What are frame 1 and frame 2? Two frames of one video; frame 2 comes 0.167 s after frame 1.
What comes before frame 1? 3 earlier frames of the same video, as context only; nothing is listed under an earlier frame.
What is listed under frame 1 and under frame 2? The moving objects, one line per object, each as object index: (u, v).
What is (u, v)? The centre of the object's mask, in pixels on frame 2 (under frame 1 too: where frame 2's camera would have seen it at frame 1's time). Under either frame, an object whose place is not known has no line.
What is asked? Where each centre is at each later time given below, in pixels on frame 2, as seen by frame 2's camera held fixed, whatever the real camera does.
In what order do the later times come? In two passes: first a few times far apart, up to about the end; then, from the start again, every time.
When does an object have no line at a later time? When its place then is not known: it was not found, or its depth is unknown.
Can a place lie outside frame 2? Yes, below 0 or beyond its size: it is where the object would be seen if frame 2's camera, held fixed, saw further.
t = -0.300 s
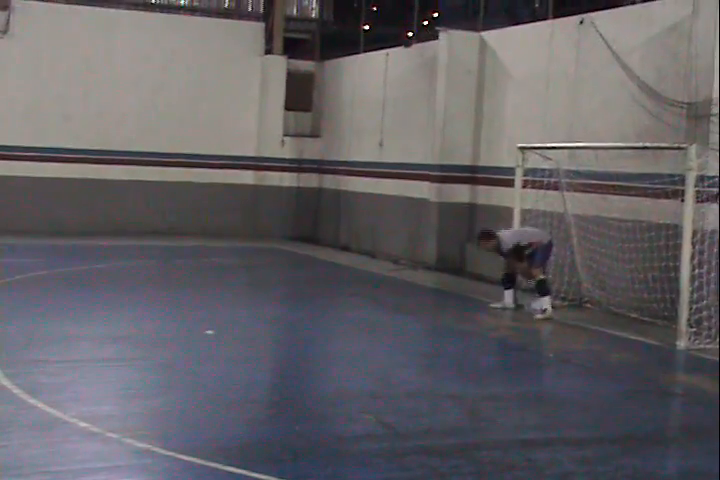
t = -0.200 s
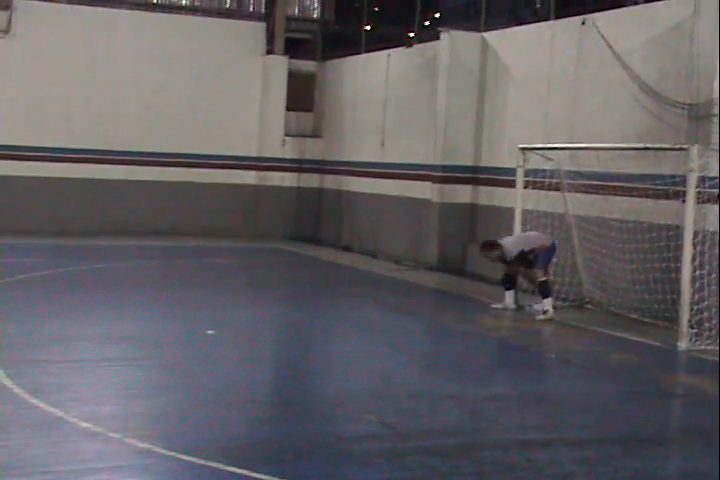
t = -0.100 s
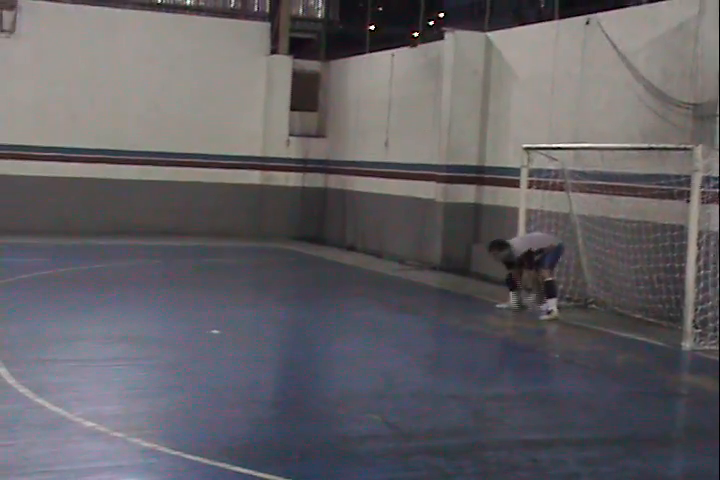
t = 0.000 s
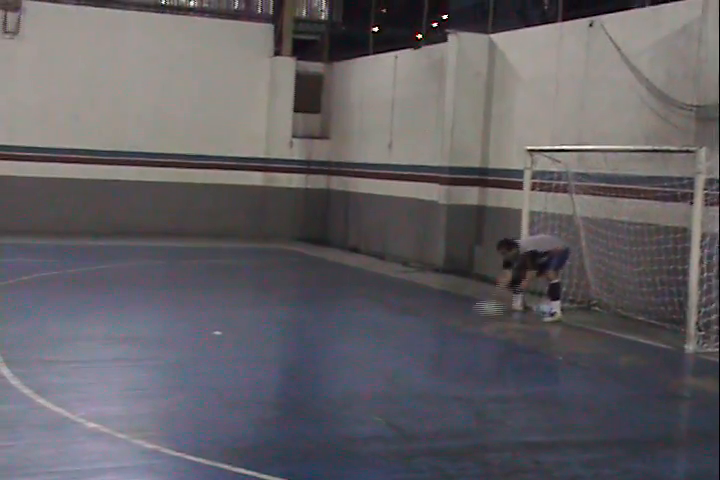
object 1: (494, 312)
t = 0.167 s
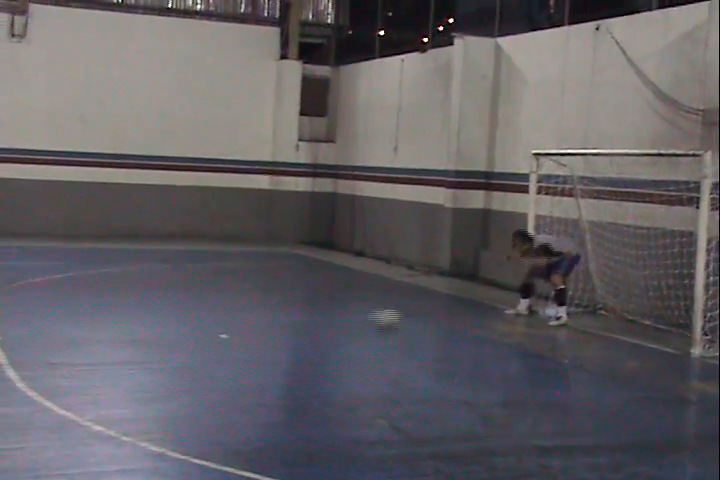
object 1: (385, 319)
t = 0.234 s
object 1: (341, 321)
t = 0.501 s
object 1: (164, 331)
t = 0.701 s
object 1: (23, 337)
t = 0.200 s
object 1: (363, 320)
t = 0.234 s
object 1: (341, 321)
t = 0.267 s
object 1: (319, 322)
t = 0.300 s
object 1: (298, 323)
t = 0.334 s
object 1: (275, 325)
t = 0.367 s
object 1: (253, 326)
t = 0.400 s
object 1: (231, 326)
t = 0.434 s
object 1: (208, 327)
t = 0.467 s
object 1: (187, 329)
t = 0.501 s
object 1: (164, 331)
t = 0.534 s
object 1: (141, 331)
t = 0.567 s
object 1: (120, 332)
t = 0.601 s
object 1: (97, 334)
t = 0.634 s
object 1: (72, 335)
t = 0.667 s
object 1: (49, 336)
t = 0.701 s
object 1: (23, 337)
